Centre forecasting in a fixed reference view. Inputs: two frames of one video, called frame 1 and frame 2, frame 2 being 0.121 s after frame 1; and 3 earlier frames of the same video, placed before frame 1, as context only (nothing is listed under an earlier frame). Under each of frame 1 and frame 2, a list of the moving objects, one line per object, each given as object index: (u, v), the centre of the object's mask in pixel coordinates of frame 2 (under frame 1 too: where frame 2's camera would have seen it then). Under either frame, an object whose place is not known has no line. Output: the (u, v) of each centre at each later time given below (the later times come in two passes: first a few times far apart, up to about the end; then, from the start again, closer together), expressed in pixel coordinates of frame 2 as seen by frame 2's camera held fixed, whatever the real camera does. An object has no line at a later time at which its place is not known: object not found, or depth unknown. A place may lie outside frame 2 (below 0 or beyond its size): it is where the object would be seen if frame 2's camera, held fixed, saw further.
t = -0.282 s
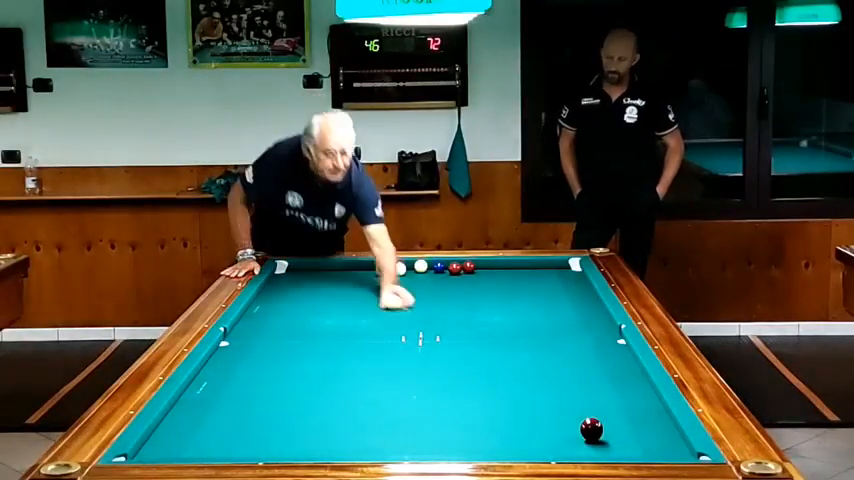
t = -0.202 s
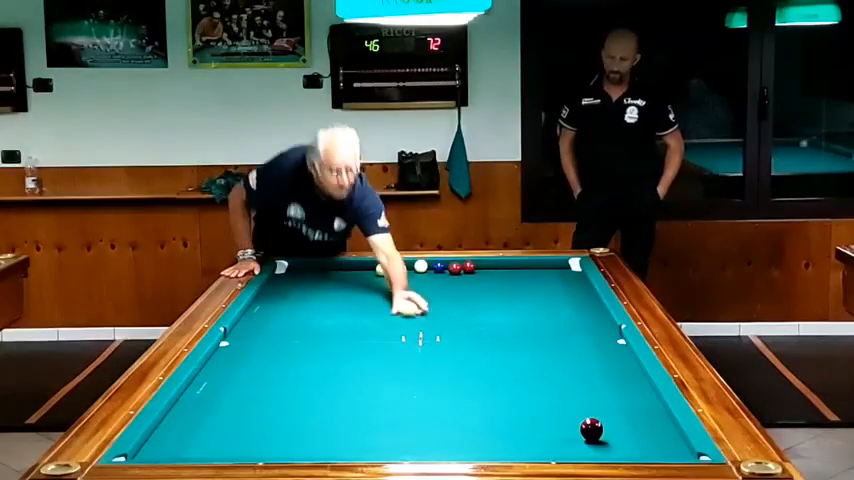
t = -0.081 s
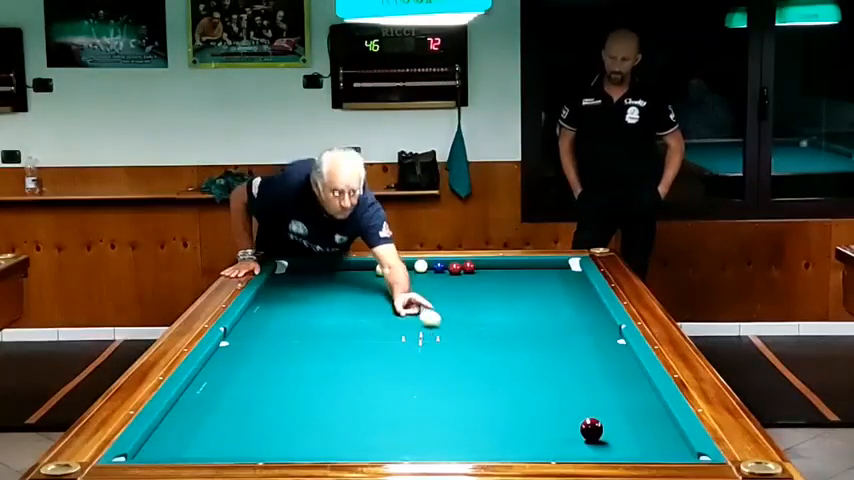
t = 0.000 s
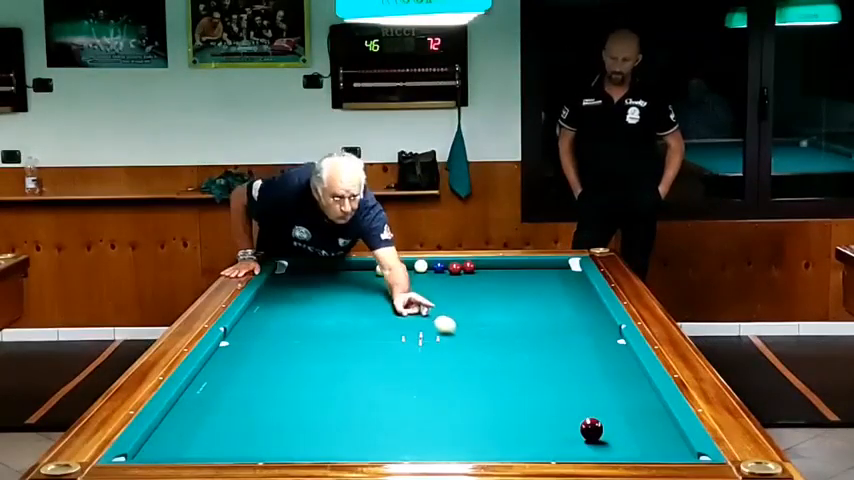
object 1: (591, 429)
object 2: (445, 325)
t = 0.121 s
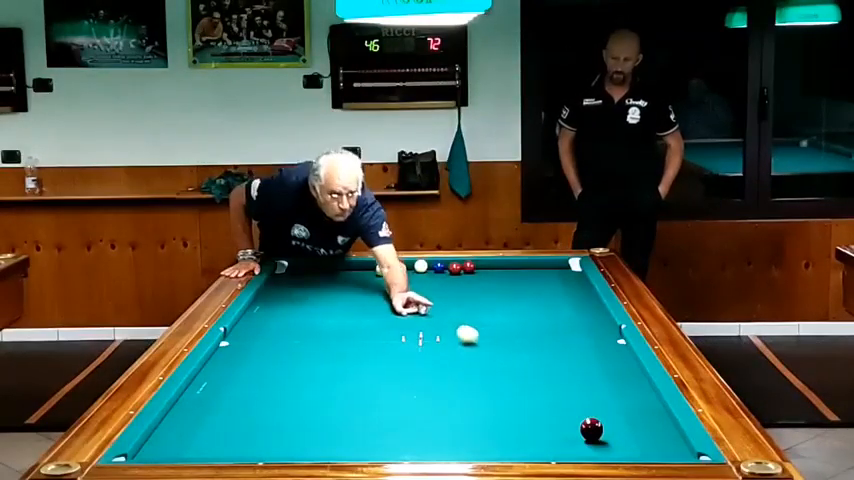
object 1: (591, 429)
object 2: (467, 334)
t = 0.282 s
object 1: (591, 429)
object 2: (496, 347)
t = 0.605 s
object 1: (591, 429)
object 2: (562, 376)
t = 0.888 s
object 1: (591, 429)
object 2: (630, 406)
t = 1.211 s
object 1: (591, 429)
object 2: (645, 443)
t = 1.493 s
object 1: (591, 429)
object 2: (618, 446)
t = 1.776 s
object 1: (583, 419)
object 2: (592, 435)
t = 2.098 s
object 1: (570, 408)
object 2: (572, 430)
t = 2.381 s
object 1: (559, 399)
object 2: (555, 426)
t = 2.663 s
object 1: (549, 390)
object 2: (540, 423)
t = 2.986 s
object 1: (538, 380)
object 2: (525, 419)
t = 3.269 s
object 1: (530, 372)
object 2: (512, 416)
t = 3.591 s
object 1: (521, 363)
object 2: (499, 413)
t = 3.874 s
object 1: (515, 356)
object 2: (489, 411)
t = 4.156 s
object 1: (508, 350)
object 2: (479, 408)
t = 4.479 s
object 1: (502, 344)
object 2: (470, 406)
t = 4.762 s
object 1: (497, 339)
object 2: (462, 404)
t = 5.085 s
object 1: (491, 332)
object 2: (453, 401)
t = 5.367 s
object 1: (486, 328)
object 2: (447, 400)
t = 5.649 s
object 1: (482, 323)
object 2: (442, 399)
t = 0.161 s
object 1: (591, 429)
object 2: (474, 338)
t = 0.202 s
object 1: (591, 429)
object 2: (482, 341)
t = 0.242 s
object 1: (591, 429)
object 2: (489, 344)
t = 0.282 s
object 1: (591, 429)
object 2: (496, 347)
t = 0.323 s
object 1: (591, 429)
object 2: (504, 350)
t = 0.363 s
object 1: (591, 429)
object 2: (512, 354)
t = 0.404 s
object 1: (591, 429)
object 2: (520, 357)
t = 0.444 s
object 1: (591, 429)
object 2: (528, 361)
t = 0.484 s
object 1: (591, 429)
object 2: (536, 364)
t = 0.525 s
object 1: (591, 429)
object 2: (545, 368)
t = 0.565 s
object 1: (591, 429)
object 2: (553, 372)
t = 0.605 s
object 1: (591, 429)
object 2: (562, 376)
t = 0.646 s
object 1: (591, 429)
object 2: (571, 380)
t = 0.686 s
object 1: (591, 429)
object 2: (580, 384)
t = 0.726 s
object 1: (591, 429)
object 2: (590, 388)
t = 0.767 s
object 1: (591, 429)
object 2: (600, 392)
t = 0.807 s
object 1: (591, 429)
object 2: (610, 397)
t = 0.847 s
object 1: (591, 430)
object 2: (620, 401)
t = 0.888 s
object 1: (591, 429)
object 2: (630, 406)
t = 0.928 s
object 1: (591, 429)
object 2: (641, 410)
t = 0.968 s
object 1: (591, 429)
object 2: (652, 415)
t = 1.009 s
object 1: (591, 429)
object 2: (660, 420)
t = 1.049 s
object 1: (591, 429)
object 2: (657, 425)
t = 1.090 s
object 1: (591, 429)
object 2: (653, 429)
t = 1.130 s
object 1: (591, 429)
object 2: (650, 434)
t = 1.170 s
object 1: (591, 429)
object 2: (647, 438)
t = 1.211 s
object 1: (591, 429)
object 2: (645, 443)
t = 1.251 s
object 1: (591, 429)
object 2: (643, 446)
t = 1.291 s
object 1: (591, 429)
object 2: (641, 449)
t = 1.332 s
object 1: (591, 429)
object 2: (640, 451)
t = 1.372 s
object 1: (591, 429)
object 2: (634, 452)
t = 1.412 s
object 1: (591, 429)
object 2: (629, 450)
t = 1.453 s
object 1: (591, 429)
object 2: (623, 448)
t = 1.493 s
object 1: (591, 429)
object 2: (618, 446)
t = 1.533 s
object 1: (591, 429)
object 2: (613, 443)
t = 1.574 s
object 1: (590, 428)
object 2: (608, 441)
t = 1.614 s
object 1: (588, 427)
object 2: (603, 438)
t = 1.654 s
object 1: (587, 425)
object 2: (599, 436)
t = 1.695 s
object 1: (586, 423)
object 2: (597, 436)
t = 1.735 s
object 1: (584, 421)
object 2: (594, 435)
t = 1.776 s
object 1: (583, 419)
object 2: (592, 435)
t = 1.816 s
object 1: (581, 418)
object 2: (589, 434)
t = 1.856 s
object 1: (580, 416)
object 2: (586, 434)
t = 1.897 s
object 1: (578, 415)
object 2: (584, 433)
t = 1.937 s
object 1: (576, 413)
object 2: (582, 433)
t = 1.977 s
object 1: (575, 412)
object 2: (579, 432)
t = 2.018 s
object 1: (573, 411)
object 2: (576, 432)
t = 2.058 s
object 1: (572, 409)
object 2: (574, 431)
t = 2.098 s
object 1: (570, 408)
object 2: (572, 430)
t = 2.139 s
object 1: (569, 407)
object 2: (569, 430)
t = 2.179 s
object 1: (567, 406)
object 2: (567, 429)
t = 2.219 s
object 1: (565, 405)
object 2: (565, 429)
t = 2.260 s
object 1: (564, 403)
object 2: (562, 428)
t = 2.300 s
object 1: (562, 402)
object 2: (560, 428)
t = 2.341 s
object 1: (561, 401)
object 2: (558, 427)
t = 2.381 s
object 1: (559, 399)
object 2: (555, 426)
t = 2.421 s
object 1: (558, 398)
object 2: (553, 426)
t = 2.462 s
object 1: (556, 397)
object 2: (551, 425)
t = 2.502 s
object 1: (555, 395)
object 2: (549, 425)
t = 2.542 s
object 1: (553, 394)
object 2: (547, 424)
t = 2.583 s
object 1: (552, 392)
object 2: (544, 424)
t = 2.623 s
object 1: (550, 391)
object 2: (542, 423)
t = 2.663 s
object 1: (549, 390)
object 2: (540, 423)
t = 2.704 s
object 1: (548, 388)
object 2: (538, 422)
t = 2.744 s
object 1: (546, 387)
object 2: (536, 422)
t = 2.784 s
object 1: (545, 386)
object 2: (534, 421)
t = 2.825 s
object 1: (543, 385)
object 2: (532, 421)
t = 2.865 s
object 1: (542, 383)
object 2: (530, 420)
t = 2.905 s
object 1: (541, 382)
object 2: (529, 420)
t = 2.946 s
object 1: (540, 381)
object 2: (527, 420)
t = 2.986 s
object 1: (538, 380)
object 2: (525, 419)
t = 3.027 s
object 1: (537, 378)
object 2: (523, 419)
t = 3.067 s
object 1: (536, 377)
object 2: (521, 419)
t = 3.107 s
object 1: (535, 376)
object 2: (519, 418)
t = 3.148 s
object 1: (534, 375)
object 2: (517, 417)
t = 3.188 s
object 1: (532, 374)
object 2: (516, 417)
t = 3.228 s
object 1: (531, 373)
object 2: (514, 417)
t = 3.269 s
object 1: (530, 372)
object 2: (512, 416)
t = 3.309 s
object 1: (529, 371)
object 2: (510, 416)
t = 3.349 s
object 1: (528, 369)
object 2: (509, 415)
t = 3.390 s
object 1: (527, 368)
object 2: (507, 415)
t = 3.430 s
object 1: (525, 367)
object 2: (506, 415)
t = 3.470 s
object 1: (525, 366)
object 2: (504, 414)
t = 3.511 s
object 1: (523, 365)
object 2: (502, 414)
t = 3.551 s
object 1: (522, 365)
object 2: (501, 414)
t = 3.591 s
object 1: (521, 363)
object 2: (499, 413)
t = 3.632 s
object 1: (520, 362)
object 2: (498, 413)
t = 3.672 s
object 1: (519, 361)
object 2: (496, 412)
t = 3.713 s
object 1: (518, 360)
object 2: (495, 412)
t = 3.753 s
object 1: (517, 359)
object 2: (493, 412)
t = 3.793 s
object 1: (516, 358)
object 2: (492, 411)
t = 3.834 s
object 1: (515, 357)
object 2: (490, 411)
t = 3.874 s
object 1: (515, 356)
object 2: (489, 411)
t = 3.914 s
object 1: (514, 356)
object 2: (487, 410)
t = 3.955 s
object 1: (513, 355)
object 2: (486, 410)
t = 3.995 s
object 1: (512, 354)
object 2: (485, 410)
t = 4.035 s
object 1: (511, 353)
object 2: (483, 409)
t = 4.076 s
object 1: (510, 352)
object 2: (482, 409)
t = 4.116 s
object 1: (509, 351)
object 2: (481, 408)
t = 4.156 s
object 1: (508, 350)
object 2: (479, 408)
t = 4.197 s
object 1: (507, 349)
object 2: (478, 408)
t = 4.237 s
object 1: (507, 348)
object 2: (477, 407)
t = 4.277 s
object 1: (506, 348)
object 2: (476, 407)
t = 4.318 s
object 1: (505, 347)
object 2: (474, 407)
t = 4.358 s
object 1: (504, 346)
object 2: (473, 407)
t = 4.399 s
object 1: (503, 345)
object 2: (472, 406)
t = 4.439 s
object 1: (503, 344)
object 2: (471, 406)
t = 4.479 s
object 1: (502, 344)
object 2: (470, 406)
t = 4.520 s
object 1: (501, 343)
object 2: (468, 406)
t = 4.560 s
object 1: (500, 342)
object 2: (467, 405)
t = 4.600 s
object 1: (500, 342)
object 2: (466, 405)
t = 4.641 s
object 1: (499, 341)
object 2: (465, 405)
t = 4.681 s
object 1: (498, 340)
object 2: (464, 404)
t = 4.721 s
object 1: (498, 339)
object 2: (463, 404)
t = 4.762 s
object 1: (497, 339)
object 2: (462, 404)
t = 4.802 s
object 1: (496, 338)
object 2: (461, 404)
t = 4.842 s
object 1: (495, 337)
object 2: (460, 403)
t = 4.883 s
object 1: (495, 336)
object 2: (459, 403)
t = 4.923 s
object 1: (494, 336)
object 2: (458, 403)
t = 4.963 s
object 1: (493, 334)
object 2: (456, 402)
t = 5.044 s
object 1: (492, 334)
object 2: (455, 402)
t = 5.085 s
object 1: (491, 332)
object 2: (453, 401)
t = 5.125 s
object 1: (490, 331)
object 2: (452, 401)
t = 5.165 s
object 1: (490, 331)
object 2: (452, 401)
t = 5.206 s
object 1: (489, 330)
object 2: (451, 401)
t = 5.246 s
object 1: (488, 329)
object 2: (450, 401)
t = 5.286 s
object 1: (488, 329)
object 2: (449, 401)
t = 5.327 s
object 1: (487, 328)
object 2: (448, 400)
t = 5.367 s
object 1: (486, 328)
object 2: (447, 400)
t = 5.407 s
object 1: (486, 327)
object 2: (447, 400)
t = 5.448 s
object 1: (485, 326)
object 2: (446, 400)
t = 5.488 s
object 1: (485, 326)
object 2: (445, 400)
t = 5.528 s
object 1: (484, 325)
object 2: (444, 400)
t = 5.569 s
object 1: (484, 324)
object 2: (443, 399)
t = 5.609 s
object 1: (483, 323)
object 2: (442, 399)
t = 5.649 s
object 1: (482, 323)
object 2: (442, 399)
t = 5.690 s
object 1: (482, 322)
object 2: (441, 399)
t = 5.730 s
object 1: (481, 322)
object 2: (440, 399)
